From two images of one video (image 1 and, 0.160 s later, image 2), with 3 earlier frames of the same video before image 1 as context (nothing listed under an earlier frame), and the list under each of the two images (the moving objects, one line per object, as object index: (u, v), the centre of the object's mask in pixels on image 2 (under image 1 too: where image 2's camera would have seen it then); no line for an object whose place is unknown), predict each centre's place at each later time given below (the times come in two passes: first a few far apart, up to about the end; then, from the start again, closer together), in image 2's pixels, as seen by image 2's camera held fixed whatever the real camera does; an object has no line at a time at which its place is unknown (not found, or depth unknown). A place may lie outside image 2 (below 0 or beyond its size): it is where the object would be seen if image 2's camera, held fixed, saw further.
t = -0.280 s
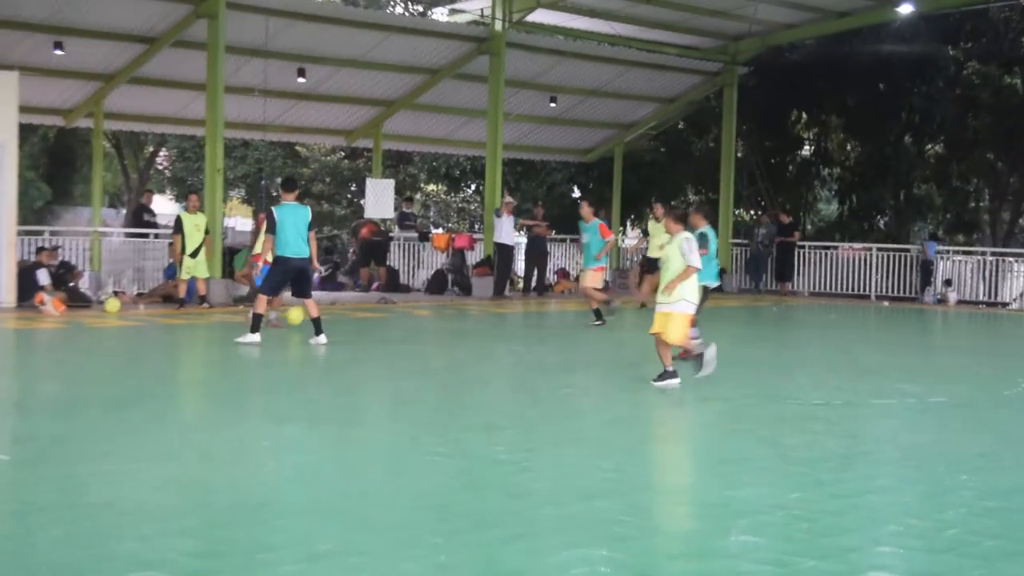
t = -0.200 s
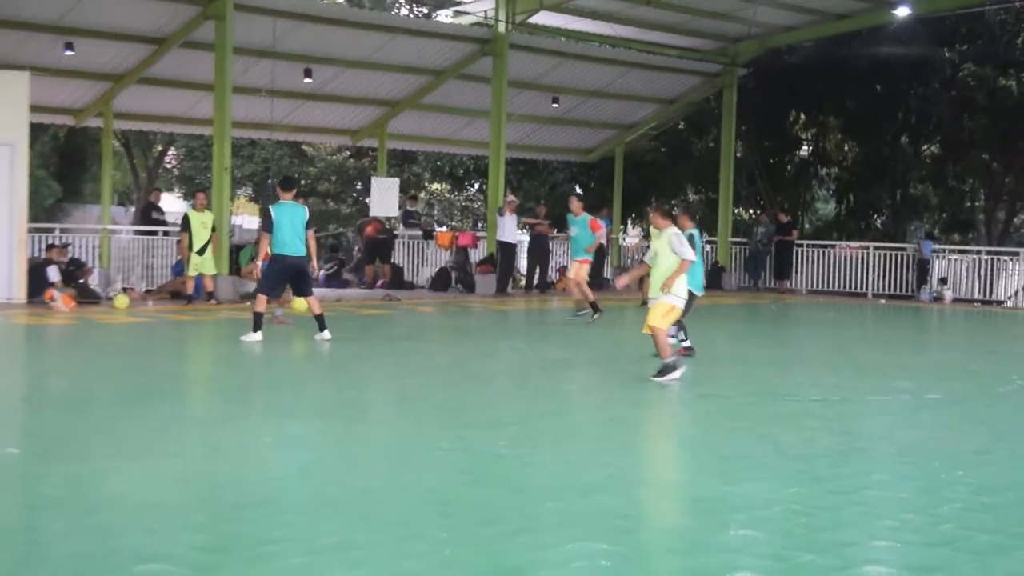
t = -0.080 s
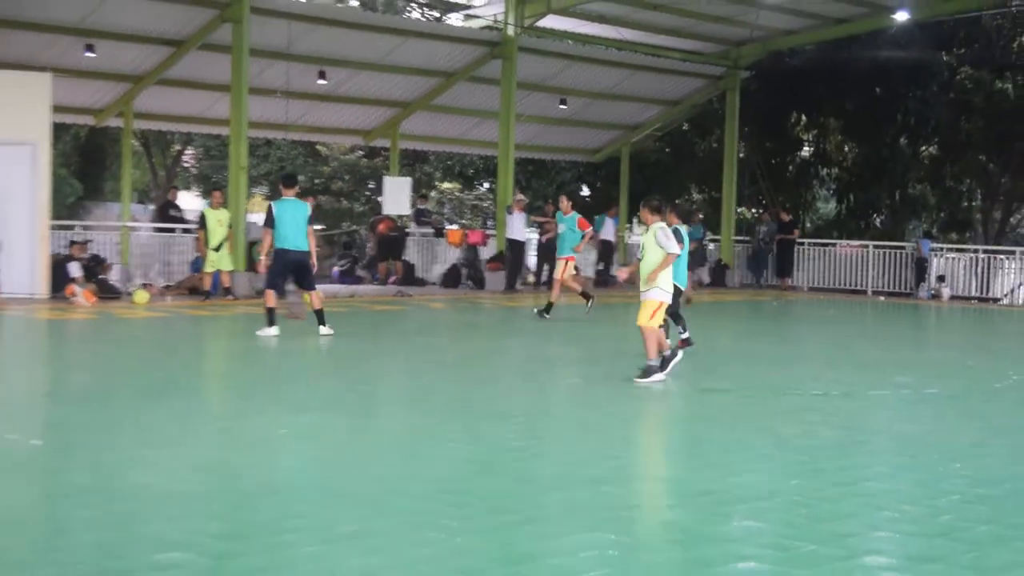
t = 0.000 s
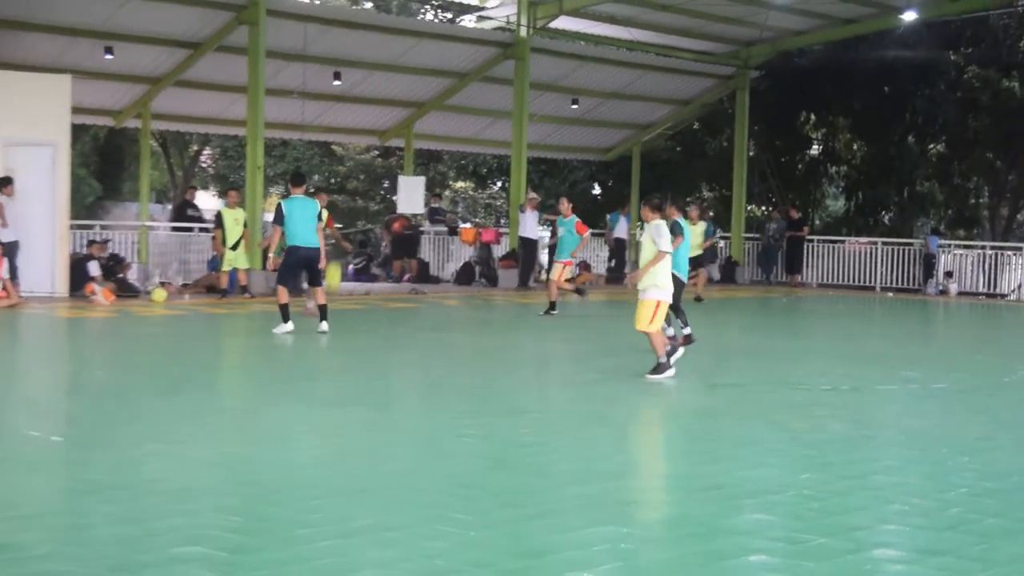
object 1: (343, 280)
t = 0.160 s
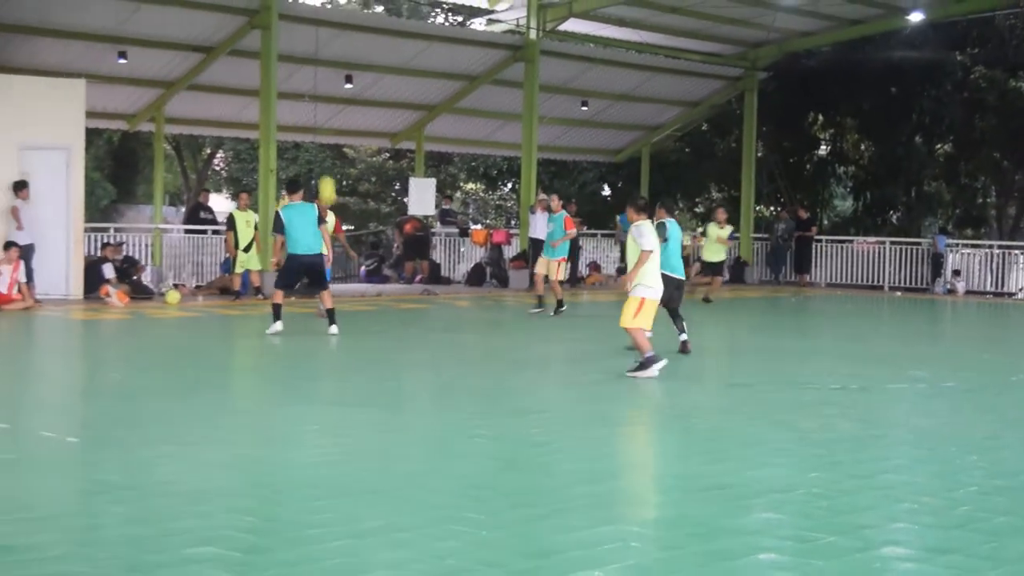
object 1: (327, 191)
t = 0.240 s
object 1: (318, 152)
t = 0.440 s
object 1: (294, 73)
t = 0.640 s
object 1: (267, 32)
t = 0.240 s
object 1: (318, 152)
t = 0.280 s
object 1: (313, 134)
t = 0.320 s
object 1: (310, 118)
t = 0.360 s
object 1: (305, 101)
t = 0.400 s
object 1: (299, 87)
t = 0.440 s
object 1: (294, 73)
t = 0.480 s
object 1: (289, 61)
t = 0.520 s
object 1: (283, 51)
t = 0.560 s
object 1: (278, 44)
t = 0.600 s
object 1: (273, 37)
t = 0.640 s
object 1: (267, 32)
